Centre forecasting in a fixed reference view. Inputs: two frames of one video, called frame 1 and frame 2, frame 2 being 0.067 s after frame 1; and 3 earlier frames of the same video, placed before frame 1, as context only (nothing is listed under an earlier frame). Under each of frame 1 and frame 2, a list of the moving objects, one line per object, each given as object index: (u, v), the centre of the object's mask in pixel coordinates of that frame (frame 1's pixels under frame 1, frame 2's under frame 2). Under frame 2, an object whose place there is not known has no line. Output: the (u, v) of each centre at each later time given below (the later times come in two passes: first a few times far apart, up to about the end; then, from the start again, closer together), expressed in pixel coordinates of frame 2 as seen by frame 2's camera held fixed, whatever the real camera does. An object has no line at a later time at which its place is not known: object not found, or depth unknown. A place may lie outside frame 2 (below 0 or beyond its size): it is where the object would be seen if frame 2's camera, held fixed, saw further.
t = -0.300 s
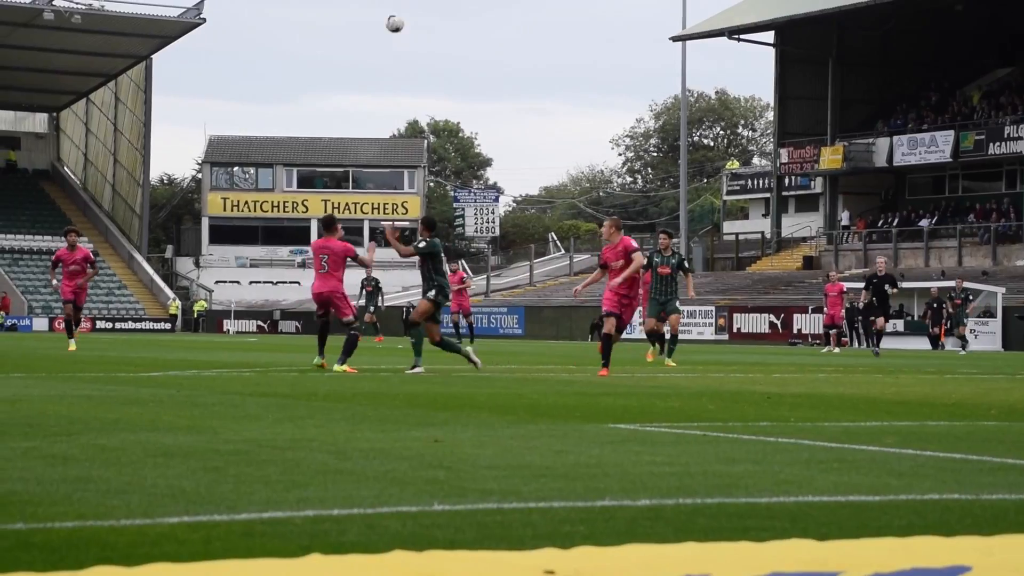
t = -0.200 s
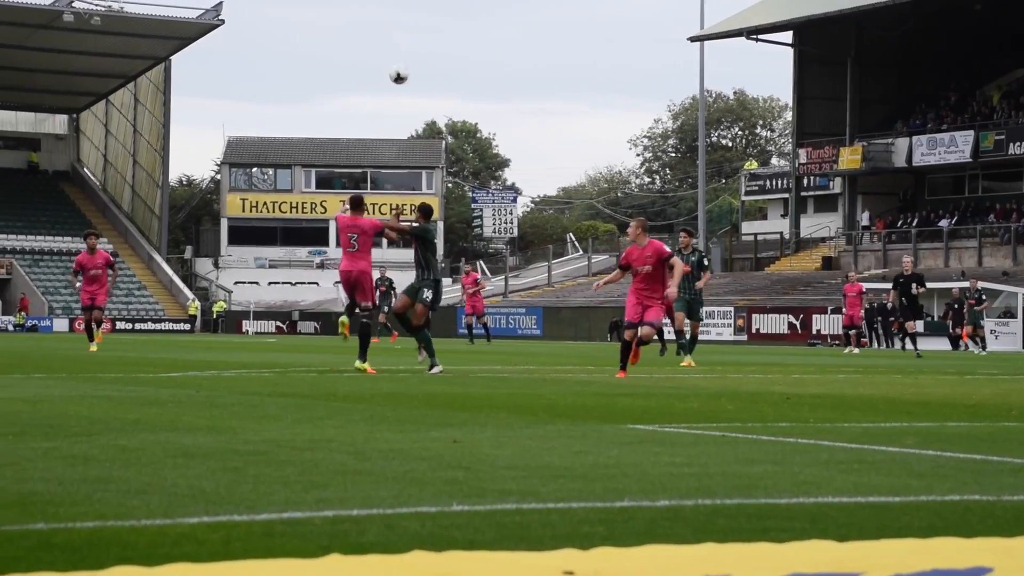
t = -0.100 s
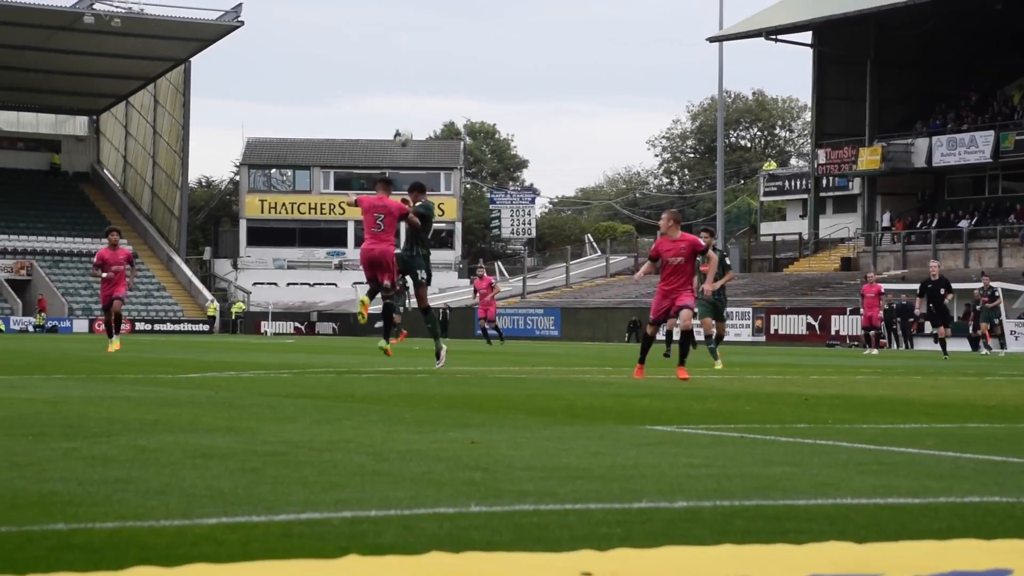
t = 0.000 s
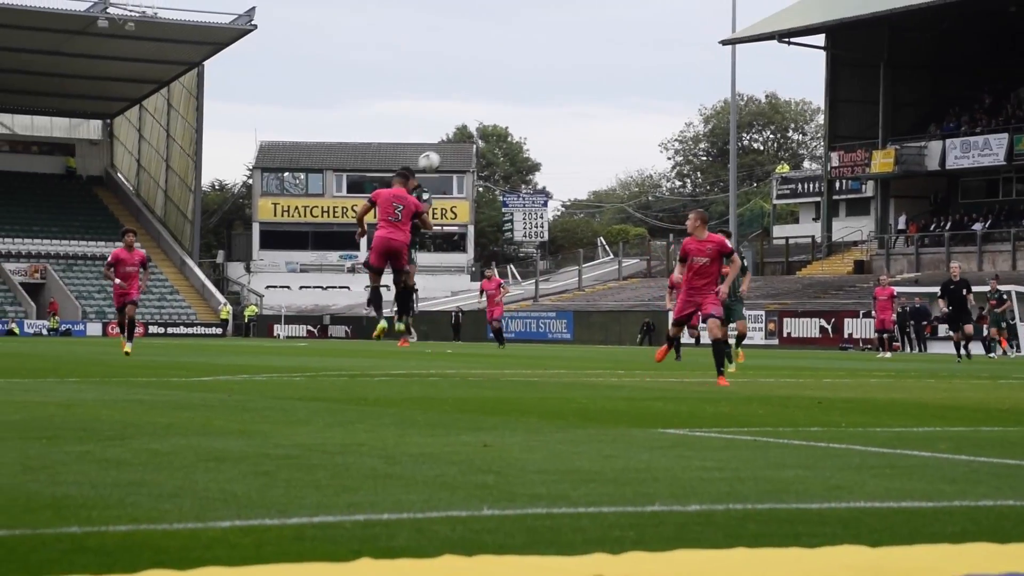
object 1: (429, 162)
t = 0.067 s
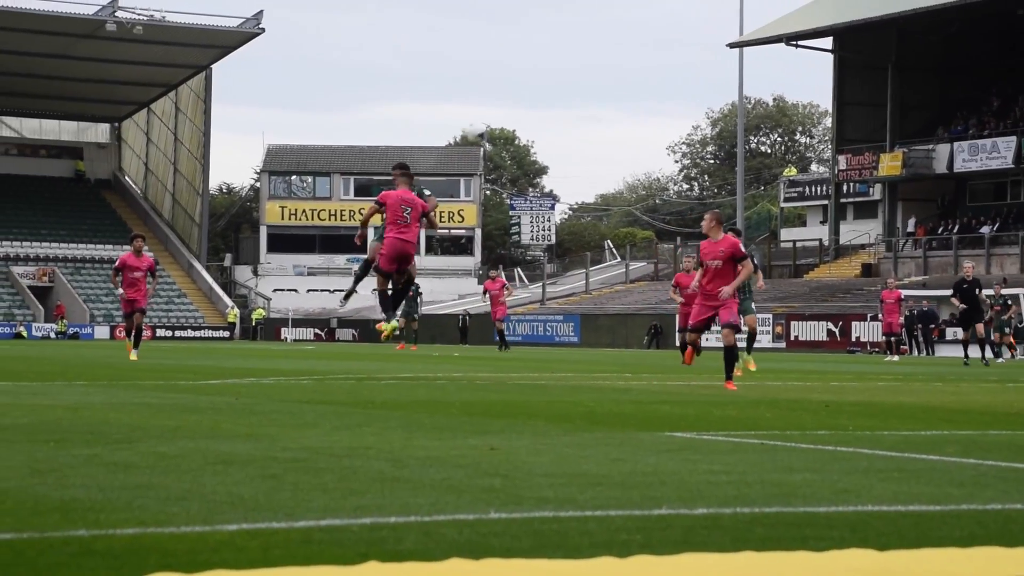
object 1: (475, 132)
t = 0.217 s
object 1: (563, 75)
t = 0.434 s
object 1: (695, 29)
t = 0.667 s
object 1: (844, 26)
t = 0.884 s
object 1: (988, 75)
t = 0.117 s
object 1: (504, 112)
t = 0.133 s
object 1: (515, 107)
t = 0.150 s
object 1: (524, 100)
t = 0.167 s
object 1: (534, 93)
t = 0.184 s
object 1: (543, 88)
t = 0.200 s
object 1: (553, 83)
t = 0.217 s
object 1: (563, 75)
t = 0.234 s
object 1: (574, 72)
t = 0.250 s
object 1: (584, 68)
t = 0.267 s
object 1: (593, 62)
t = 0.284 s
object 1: (603, 57)
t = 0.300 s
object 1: (614, 54)
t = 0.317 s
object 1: (624, 49)
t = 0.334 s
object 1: (634, 45)
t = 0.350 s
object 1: (644, 43)
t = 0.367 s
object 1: (654, 39)
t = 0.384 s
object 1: (664, 36)
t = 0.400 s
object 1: (675, 35)
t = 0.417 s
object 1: (685, 31)
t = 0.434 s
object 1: (695, 29)
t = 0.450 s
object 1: (706, 27)
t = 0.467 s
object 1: (717, 26)
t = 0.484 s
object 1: (727, 24)
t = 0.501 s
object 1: (738, 22)
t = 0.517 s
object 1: (748, 22)
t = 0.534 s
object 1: (759, 22)
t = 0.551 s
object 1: (770, 21)
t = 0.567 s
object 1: (780, 22)
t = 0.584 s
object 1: (791, 21)
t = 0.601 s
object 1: (801, 21)
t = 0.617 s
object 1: (812, 22)
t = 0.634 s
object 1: (822, 23)
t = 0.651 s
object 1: (833, 24)
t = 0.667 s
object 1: (844, 26)
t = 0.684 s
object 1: (854, 28)
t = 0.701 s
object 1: (865, 30)
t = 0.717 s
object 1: (876, 32)
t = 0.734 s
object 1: (887, 36)
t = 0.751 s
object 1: (898, 39)
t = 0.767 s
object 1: (909, 42)
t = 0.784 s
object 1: (920, 46)
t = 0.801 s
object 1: (931, 50)
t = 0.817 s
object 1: (942, 55)
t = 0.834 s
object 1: (954, 59)
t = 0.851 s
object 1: (965, 64)
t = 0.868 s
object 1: (977, 70)
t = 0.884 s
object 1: (988, 75)
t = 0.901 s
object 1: (999, 81)
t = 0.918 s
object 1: (1011, 88)
